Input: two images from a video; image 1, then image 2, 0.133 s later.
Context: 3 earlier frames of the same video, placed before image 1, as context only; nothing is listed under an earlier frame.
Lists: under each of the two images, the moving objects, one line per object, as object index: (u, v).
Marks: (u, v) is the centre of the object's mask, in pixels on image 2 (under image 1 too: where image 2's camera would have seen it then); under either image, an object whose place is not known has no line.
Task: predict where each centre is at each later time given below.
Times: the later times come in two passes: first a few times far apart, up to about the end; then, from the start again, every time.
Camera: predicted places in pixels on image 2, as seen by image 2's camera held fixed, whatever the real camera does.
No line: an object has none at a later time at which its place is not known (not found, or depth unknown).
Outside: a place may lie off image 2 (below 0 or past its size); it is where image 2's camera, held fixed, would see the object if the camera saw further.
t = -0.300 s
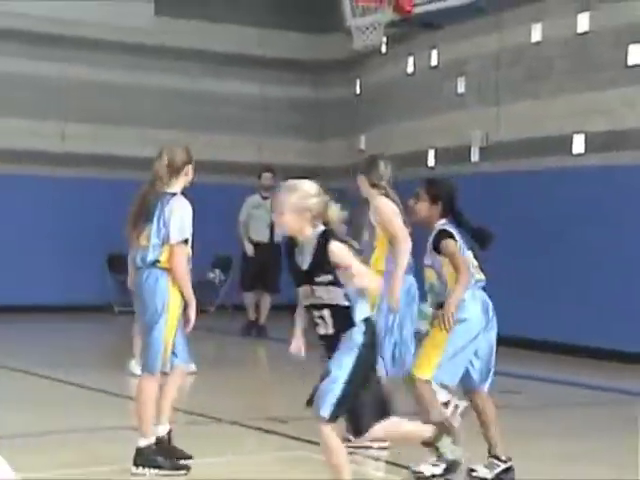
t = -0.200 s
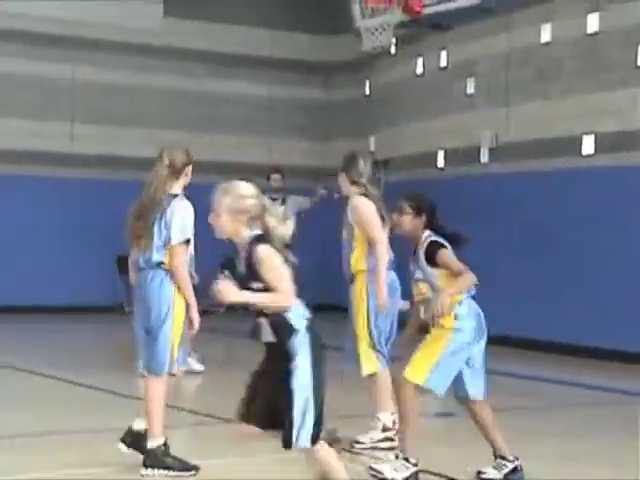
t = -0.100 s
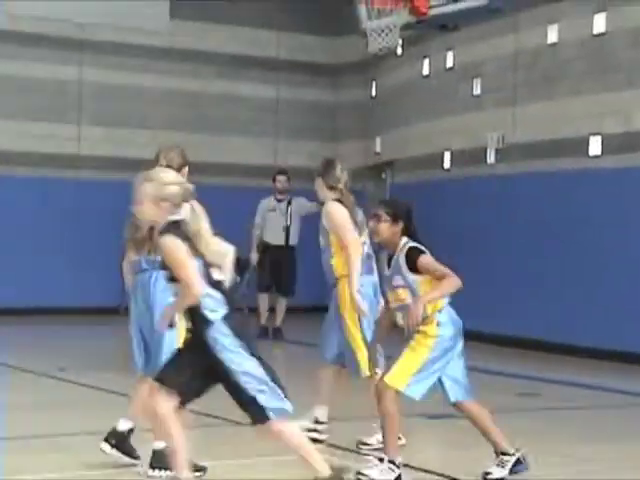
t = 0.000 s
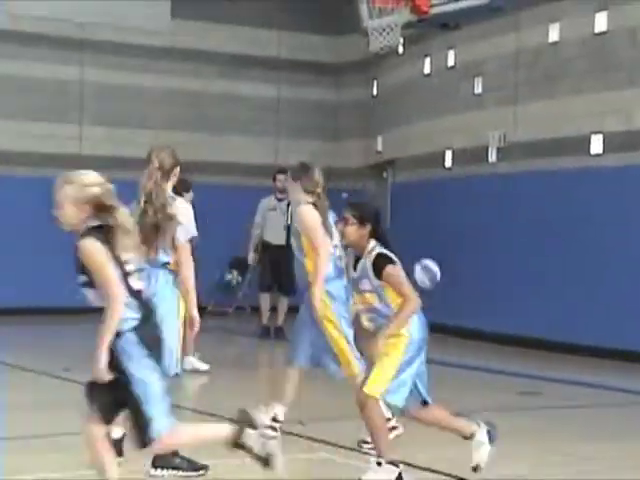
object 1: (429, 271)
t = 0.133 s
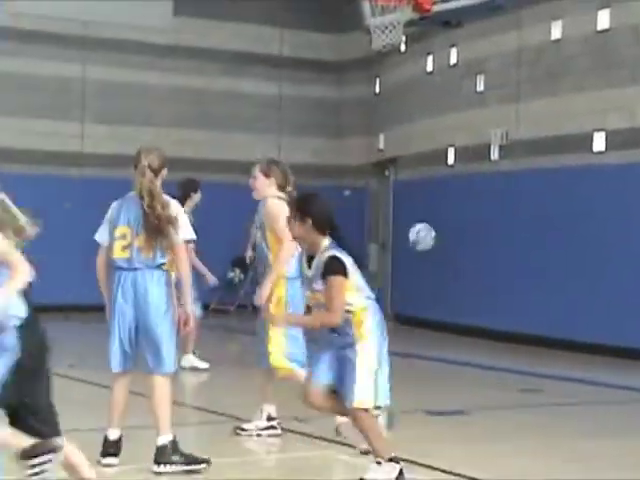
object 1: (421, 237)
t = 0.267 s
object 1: (416, 224)
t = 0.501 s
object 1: (404, 254)
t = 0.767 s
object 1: (392, 346)
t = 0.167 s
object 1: (420, 232)
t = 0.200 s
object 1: (418, 228)
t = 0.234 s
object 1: (417, 226)
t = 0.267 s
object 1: (416, 224)
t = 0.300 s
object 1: (414, 226)
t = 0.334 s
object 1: (412, 227)
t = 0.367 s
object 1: (411, 230)
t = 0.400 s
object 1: (409, 233)
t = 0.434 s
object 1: (407, 239)
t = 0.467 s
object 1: (406, 245)
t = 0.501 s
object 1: (404, 254)
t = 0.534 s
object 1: (403, 261)
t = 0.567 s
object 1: (401, 272)
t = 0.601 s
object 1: (399, 283)
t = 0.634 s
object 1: (398, 295)
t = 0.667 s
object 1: (396, 306)
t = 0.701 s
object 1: (395, 321)
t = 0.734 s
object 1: (393, 335)
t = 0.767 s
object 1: (392, 346)
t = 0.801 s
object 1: (391, 330)
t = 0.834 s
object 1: (391, 318)
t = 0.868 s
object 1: (390, 307)
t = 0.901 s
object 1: (390, 296)
